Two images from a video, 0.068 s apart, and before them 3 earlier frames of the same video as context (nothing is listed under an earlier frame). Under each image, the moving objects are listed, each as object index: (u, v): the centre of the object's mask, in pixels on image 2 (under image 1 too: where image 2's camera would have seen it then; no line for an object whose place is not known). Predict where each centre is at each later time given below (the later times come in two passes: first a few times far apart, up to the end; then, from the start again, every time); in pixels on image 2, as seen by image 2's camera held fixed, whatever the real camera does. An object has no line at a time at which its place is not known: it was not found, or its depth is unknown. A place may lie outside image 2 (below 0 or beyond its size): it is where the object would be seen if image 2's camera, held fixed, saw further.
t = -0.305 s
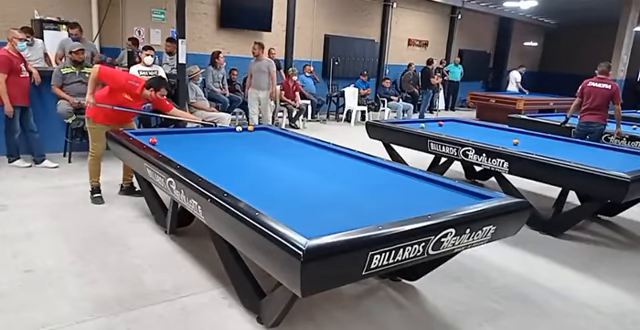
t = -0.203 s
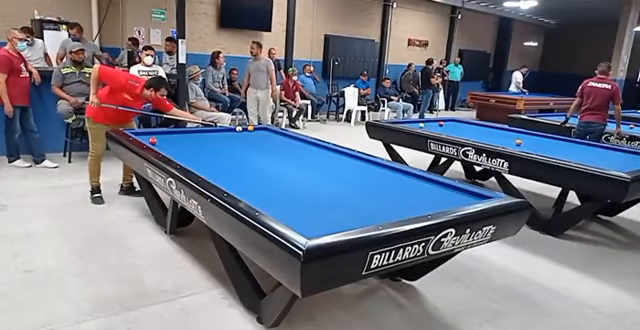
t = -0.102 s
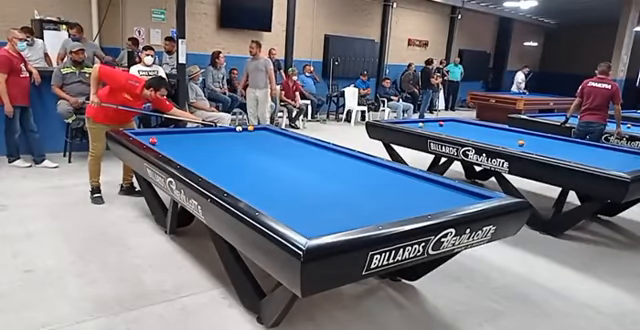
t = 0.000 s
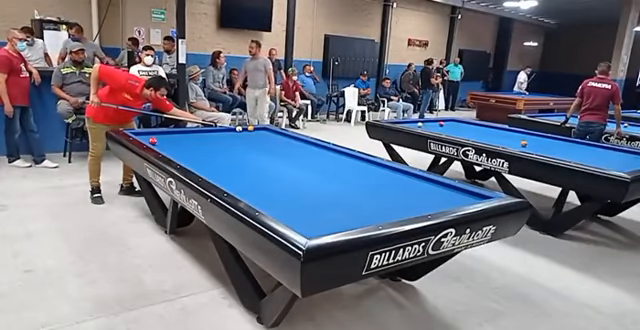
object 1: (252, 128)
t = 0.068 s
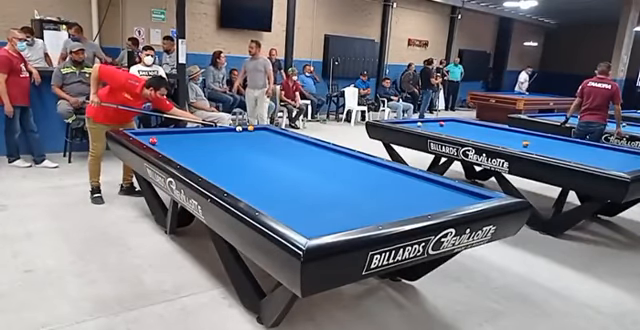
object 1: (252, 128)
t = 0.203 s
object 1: (252, 128)
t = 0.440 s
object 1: (271, 129)
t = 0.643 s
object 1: (269, 132)
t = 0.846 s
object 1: (267, 135)
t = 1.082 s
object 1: (265, 138)
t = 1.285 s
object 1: (263, 142)
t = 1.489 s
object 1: (261, 145)
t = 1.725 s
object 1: (258, 149)
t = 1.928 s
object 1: (256, 153)
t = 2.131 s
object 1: (253, 157)
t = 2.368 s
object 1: (250, 162)
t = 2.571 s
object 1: (247, 167)
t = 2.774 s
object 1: (244, 172)
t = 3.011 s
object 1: (240, 179)
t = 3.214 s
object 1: (236, 185)
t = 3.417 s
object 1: (238, 189)
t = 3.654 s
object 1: (253, 193)
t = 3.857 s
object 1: (267, 196)
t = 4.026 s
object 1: (278, 199)
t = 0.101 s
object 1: (253, 129)
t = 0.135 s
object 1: (252, 129)
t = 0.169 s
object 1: (252, 129)
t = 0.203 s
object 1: (252, 128)
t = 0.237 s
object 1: (252, 128)
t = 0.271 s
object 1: (252, 129)
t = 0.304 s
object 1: (259, 129)
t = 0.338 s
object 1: (260, 128)
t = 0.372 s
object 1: (264, 129)
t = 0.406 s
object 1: (268, 129)
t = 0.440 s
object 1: (271, 129)
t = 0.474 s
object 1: (271, 130)
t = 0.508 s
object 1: (270, 130)
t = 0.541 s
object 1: (270, 131)
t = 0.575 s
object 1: (269, 131)
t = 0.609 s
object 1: (269, 132)
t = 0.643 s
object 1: (269, 132)
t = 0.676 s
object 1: (268, 133)
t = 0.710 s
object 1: (268, 133)
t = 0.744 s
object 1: (268, 134)
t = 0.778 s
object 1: (267, 134)
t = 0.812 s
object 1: (267, 134)
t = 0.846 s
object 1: (267, 135)
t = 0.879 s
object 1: (267, 135)
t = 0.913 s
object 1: (266, 136)
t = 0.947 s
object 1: (266, 136)
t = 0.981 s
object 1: (266, 137)
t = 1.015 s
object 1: (265, 137)
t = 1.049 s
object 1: (265, 138)
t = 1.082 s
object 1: (265, 138)
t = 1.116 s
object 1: (265, 139)
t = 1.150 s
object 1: (264, 140)
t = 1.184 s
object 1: (264, 140)
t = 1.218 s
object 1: (263, 140)
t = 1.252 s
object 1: (263, 141)
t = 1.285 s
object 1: (263, 142)
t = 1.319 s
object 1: (262, 142)
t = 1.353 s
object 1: (262, 143)
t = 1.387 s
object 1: (262, 143)
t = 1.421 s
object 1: (261, 144)
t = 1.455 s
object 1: (261, 144)
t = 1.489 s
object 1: (261, 145)
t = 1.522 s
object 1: (260, 146)
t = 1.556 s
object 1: (260, 146)
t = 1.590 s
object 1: (260, 147)
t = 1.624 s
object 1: (259, 147)
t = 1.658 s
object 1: (259, 148)
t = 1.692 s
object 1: (258, 149)
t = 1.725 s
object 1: (258, 149)
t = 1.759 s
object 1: (258, 150)
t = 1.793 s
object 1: (257, 150)
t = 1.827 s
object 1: (257, 151)
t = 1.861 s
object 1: (256, 152)
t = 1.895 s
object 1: (256, 152)
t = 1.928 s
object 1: (256, 153)
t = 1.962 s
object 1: (255, 154)
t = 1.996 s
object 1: (255, 154)
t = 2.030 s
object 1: (254, 155)
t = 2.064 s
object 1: (254, 156)
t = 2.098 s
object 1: (253, 156)
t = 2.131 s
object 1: (253, 157)
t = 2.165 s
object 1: (253, 158)
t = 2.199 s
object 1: (252, 159)
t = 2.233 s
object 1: (252, 160)
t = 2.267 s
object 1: (251, 160)
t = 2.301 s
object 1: (251, 161)
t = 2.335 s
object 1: (250, 162)
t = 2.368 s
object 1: (250, 162)
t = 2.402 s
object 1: (250, 163)
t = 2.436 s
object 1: (249, 164)
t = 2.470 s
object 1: (249, 165)
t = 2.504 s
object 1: (248, 166)
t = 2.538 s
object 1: (248, 166)
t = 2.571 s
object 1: (247, 167)
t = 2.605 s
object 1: (247, 168)
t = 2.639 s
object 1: (246, 169)
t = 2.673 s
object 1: (246, 170)
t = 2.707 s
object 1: (245, 170)
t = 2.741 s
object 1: (244, 171)
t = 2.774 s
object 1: (244, 172)
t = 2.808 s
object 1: (243, 173)
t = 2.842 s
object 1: (243, 174)
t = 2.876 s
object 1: (242, 175)
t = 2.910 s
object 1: (242, 176)
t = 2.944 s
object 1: (241, 177)
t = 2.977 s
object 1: (241, 178)
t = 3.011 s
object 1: (240, 179)
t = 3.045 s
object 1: (240, 180)
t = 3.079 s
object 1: (239, 181)
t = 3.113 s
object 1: (238, 182)
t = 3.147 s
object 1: (238, 183)
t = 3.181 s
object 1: (237, 183)
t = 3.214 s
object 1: (236, 185)
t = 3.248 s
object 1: (236, 186)
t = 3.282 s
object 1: (236, 186)
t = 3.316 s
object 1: (235, 187)
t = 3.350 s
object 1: (235, 188)
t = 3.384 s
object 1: (236, 188)
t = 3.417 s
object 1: (238, 189)
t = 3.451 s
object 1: (240, 189)
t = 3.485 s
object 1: (242, 190)
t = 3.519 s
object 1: (245, 191)
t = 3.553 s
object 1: (247, 192)
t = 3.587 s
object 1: (249, 192)
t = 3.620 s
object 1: (251, 193)
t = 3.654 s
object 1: (253, 193)
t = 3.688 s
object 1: (256, 194)
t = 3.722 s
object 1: (258, 194)
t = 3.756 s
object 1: (260, 195)
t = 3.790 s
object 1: (262, 195)
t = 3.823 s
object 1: (264, 196)
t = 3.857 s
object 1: (267, 196)
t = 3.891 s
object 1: (269, 197)
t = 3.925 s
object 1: (271, 198)
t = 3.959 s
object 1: (273, 198)
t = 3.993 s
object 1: (275, 199)
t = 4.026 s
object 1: (278, 199)
